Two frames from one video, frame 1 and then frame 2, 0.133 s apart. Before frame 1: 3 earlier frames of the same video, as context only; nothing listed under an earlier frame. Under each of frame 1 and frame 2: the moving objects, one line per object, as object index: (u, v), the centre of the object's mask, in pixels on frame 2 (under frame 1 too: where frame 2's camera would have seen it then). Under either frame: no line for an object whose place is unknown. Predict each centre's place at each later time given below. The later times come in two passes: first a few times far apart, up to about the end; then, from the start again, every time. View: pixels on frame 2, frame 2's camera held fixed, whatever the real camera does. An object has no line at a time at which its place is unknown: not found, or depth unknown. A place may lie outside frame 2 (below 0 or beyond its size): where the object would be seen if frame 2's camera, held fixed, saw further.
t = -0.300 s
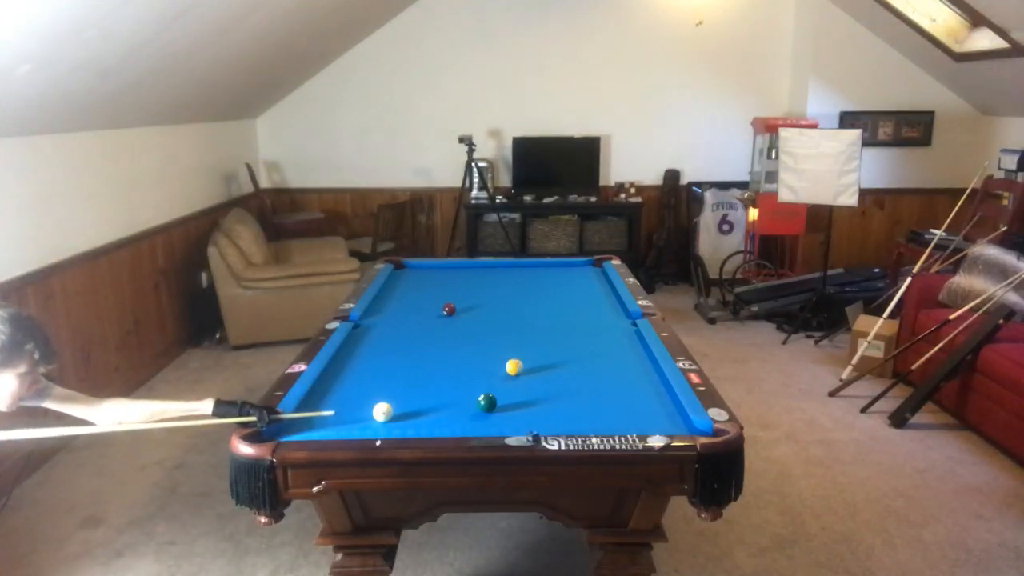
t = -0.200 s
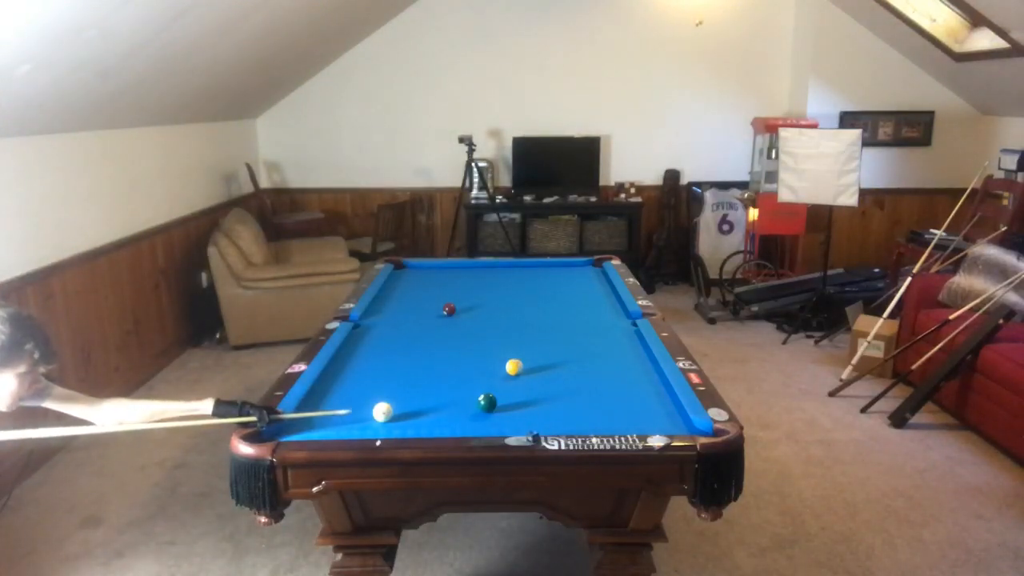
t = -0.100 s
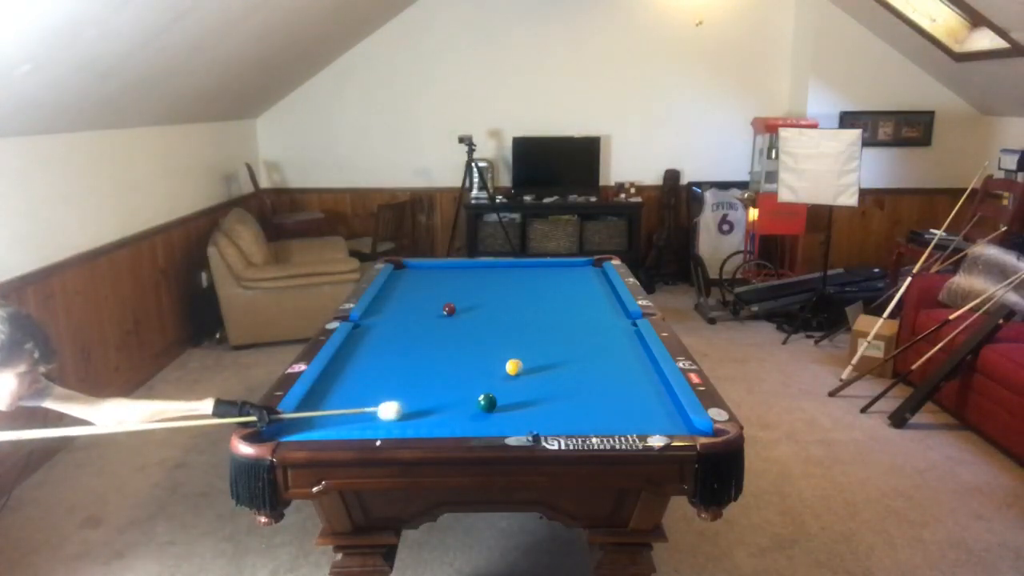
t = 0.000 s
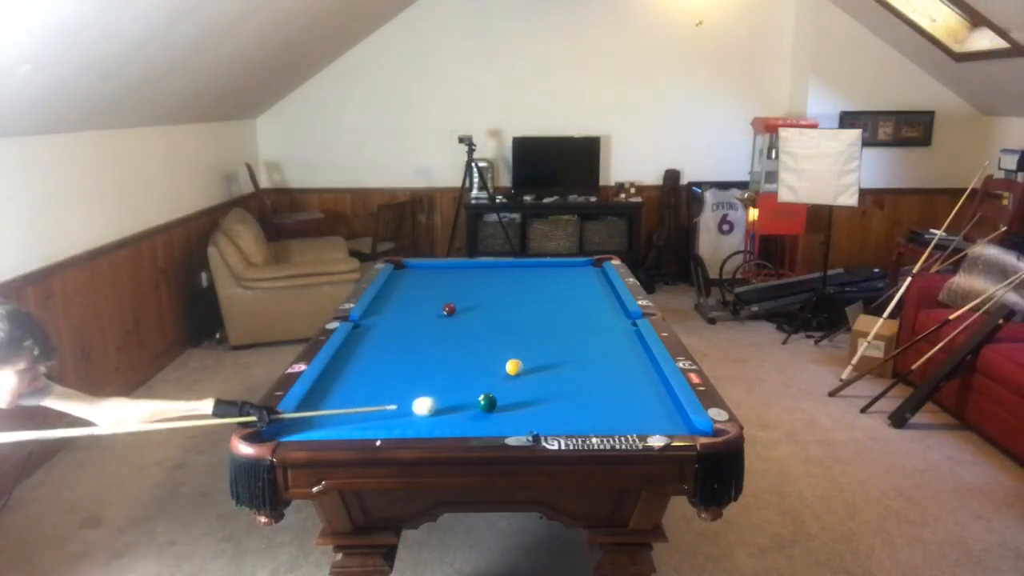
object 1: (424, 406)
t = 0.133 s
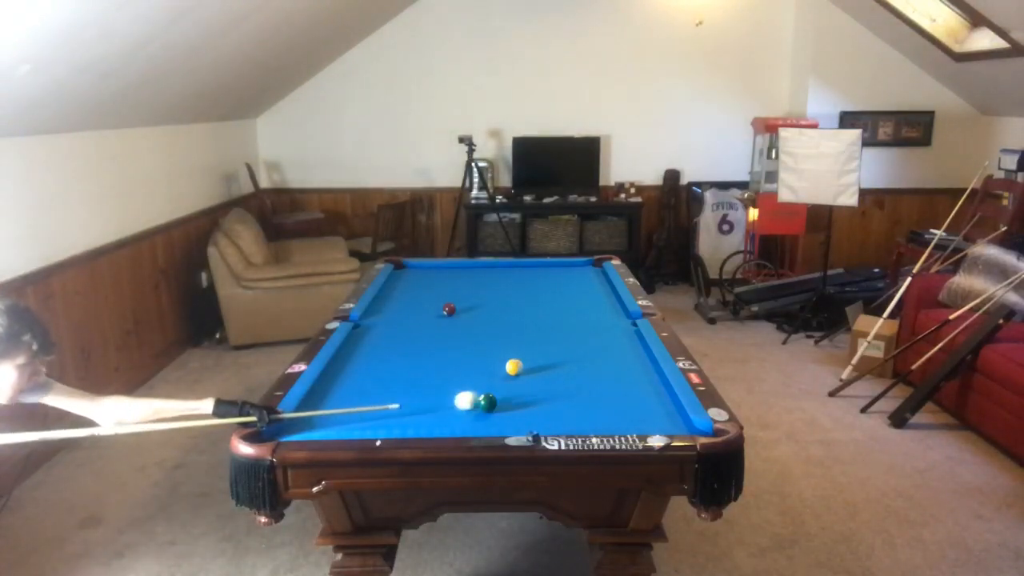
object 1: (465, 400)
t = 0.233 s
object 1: (479, 394)
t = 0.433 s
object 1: (504, 383)
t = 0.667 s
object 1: (530, 371)
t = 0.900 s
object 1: (553, 360)
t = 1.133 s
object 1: (573, 351)
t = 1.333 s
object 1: (589, 344)
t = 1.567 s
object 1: (606, 336)
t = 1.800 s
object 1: (621, 329)
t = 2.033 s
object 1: (624, 323)
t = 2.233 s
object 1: (616, 320)
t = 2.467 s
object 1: (606, 317)
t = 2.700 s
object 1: (597, 314)
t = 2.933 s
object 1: (590, 311)
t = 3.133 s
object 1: (584, 309)
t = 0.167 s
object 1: (471, 398)
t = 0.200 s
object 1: (475, 396)
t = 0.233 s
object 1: (479, 394)
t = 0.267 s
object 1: (483, 392)
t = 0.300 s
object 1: (487, 390)
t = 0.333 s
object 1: (491, 388)
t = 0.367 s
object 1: (496, 387)
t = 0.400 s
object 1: (500, 385)
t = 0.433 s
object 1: (504, 383)
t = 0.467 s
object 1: (508, 381)
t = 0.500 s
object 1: (511, 380)
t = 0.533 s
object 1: (515, 378)
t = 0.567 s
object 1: (519, 376)
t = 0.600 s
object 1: (523, 374)
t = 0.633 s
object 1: (527, 372)
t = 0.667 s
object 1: (530, 371)
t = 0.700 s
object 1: (533, 369)
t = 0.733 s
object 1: (537, 368)
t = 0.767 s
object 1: (540, 366)
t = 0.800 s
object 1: (544, 365)
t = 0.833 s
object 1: (546, 363)
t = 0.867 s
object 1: (550, 362)
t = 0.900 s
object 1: (553, 360)
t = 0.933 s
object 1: (556, 359)
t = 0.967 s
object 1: (559, 357)
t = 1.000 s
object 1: (562, 356)
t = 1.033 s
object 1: (565, 355)
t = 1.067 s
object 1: (568, 354)
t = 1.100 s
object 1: (571, 352)
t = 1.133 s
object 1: (573, 351)
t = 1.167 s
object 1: (576, 350)
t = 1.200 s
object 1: (579, 349)
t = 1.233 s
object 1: (581, 348)
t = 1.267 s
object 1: (584, 346)
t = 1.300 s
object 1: (587, 345)
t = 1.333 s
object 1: (589, 344)
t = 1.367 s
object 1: (592, 343)
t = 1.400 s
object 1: (594, 342)
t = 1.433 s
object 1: (597, 341)
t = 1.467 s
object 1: (599, 339)
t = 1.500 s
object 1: (602, 338)
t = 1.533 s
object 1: (604, 337)
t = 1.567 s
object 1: (606, 336)
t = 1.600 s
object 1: (608, 335)
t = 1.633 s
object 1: (610, 334)
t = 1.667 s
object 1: (613, 333)
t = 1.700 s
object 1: (615, 332)
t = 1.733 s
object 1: (617, 331)
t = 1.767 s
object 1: (619, 329)
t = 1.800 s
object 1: (621, 329)
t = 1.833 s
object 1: (623, 328)
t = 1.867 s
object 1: (625, 327)
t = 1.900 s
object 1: (627, 326)
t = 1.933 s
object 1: (628, 325)
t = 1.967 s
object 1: (628, 325)
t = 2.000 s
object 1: (626, 324)
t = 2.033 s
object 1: (624, 323)
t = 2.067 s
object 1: (623, 323)
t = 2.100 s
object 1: (621, 322)
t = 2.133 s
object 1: (619, 322)
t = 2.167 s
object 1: (618, 321)
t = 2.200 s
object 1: (617, 321)
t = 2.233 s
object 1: (616, 320)
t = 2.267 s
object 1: (615, 319)
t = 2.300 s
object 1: (613, 319)
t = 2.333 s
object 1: (611, 319)
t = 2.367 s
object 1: (610, 318)
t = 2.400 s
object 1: (609, 318)
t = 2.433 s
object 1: (607, 317)
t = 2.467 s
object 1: (606, 317)
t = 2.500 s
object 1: (604, 316)
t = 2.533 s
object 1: (603, 316)
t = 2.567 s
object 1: (602, 315)
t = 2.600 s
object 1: (601, 315)
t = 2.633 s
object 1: (600, 314)
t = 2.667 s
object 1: (598, 314)
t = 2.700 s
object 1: (597, 314)
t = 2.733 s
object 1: (596, 313)
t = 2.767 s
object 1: (595, 313)
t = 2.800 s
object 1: (594, 312)
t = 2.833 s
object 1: (593, 312)
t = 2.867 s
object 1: (592, 311)
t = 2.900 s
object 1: (591, 311)
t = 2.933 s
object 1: (590, 311)
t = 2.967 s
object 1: (589, 311)
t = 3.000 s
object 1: (588, 310)
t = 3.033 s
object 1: (587, 310)
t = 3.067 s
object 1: (586, 309)
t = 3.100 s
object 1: (585, 309)
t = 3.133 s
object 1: (584, 309)
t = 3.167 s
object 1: (583, 308)
